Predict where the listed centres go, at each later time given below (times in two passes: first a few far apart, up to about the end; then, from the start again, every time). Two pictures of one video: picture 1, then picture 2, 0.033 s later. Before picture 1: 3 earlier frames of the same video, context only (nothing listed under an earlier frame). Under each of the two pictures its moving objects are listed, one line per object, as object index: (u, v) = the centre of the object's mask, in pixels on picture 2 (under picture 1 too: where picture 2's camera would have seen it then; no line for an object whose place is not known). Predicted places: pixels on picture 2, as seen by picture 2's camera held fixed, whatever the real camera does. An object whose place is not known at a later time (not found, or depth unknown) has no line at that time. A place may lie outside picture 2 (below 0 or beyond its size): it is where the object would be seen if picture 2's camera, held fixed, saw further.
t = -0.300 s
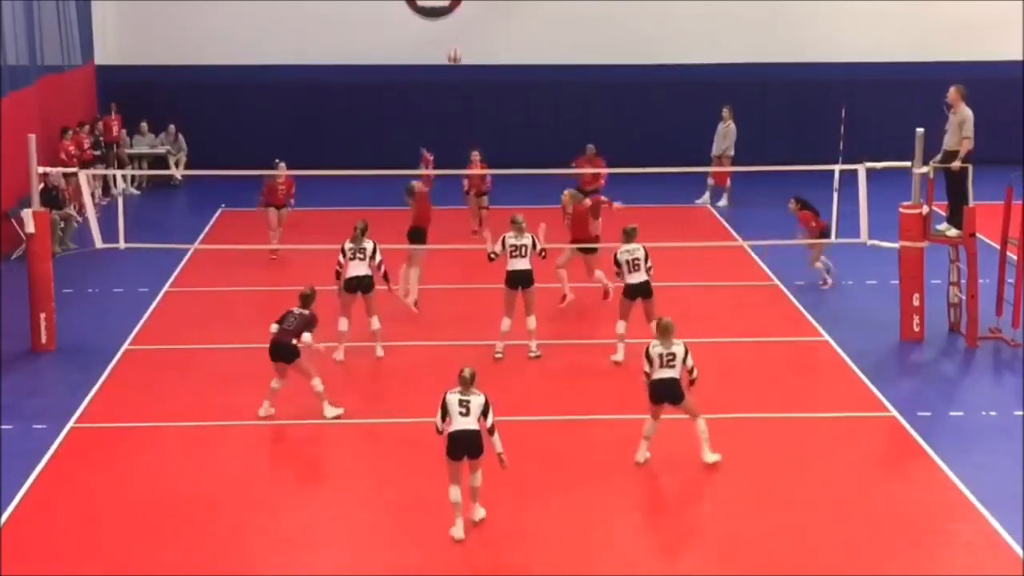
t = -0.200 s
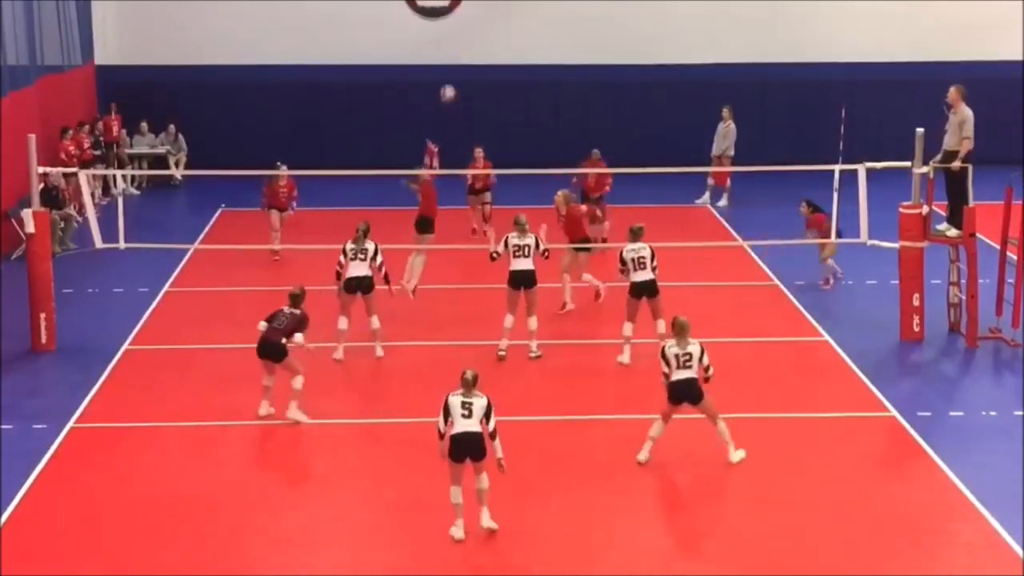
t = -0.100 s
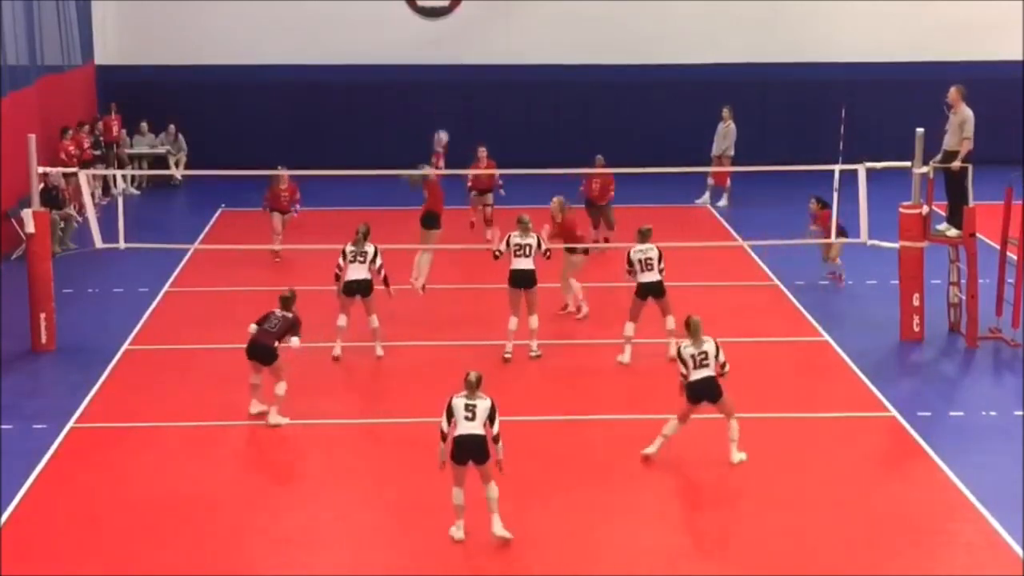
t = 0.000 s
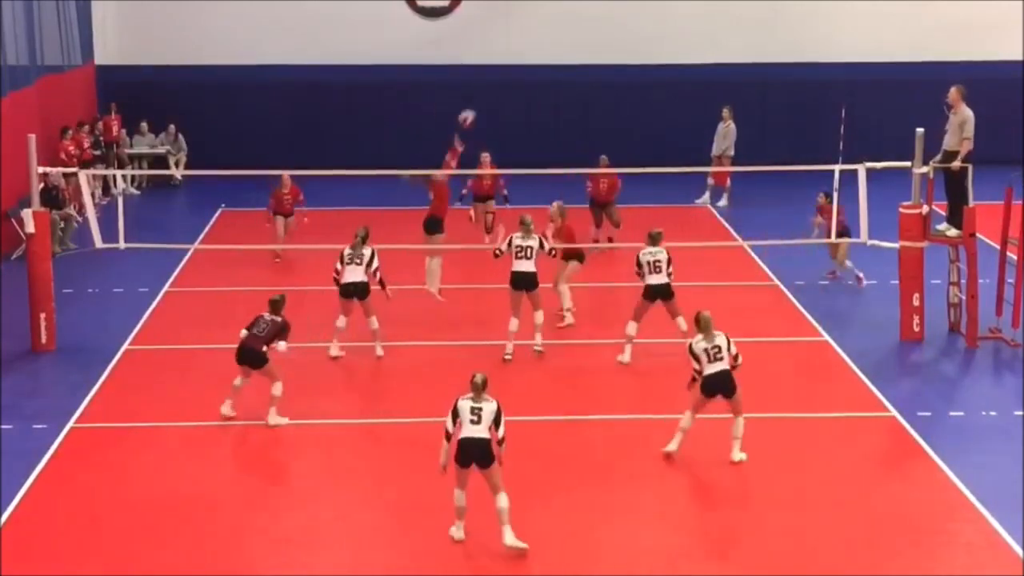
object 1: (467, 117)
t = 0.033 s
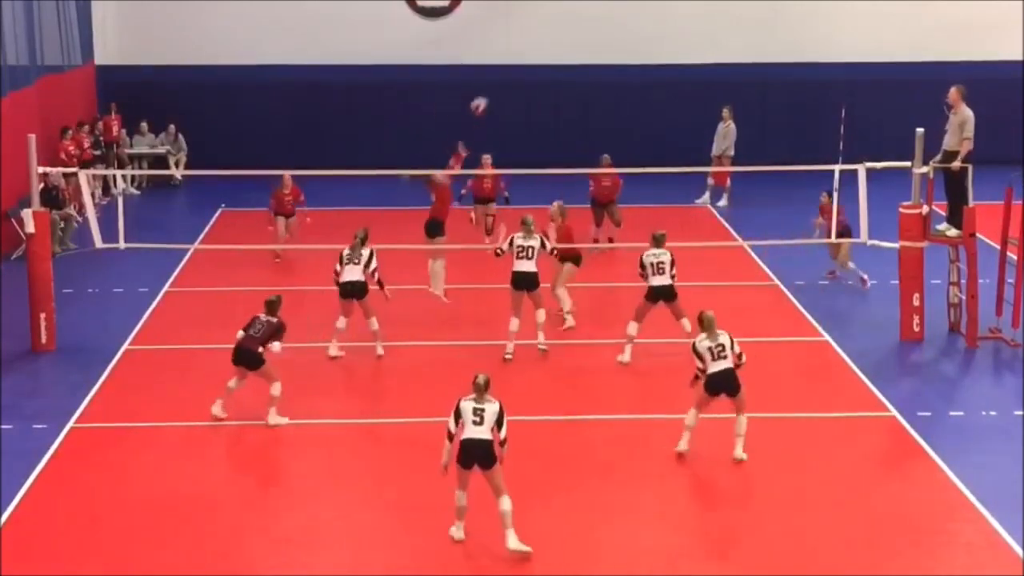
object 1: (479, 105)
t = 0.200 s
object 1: (539, 57)
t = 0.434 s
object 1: (621, 23)
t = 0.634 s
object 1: (690, 26)
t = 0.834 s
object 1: (756, 58)
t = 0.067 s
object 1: (491, 93)
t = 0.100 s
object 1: (503, 83)
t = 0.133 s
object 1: (515, 73)
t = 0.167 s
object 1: (527, 65)
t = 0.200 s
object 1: (539, 57)
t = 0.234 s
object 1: (552, 50)
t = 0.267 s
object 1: (564, 44)
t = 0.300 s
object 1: (575, 38)
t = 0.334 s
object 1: (587, 33)
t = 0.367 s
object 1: (598, 28)
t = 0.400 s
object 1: (610, 26)
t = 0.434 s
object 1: (621, 23)
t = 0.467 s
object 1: (634, 21)
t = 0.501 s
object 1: (645, 21)
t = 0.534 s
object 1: (656, 21)
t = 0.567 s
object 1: (667, 22)
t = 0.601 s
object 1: (679, 23)
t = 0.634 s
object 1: (690, 26)
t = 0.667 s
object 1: (700, 29)
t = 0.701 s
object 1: (712, 34)
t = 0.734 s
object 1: (722, 39)
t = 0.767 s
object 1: (733, 44)
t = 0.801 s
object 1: (744, 50)
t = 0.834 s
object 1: (756, 58)
